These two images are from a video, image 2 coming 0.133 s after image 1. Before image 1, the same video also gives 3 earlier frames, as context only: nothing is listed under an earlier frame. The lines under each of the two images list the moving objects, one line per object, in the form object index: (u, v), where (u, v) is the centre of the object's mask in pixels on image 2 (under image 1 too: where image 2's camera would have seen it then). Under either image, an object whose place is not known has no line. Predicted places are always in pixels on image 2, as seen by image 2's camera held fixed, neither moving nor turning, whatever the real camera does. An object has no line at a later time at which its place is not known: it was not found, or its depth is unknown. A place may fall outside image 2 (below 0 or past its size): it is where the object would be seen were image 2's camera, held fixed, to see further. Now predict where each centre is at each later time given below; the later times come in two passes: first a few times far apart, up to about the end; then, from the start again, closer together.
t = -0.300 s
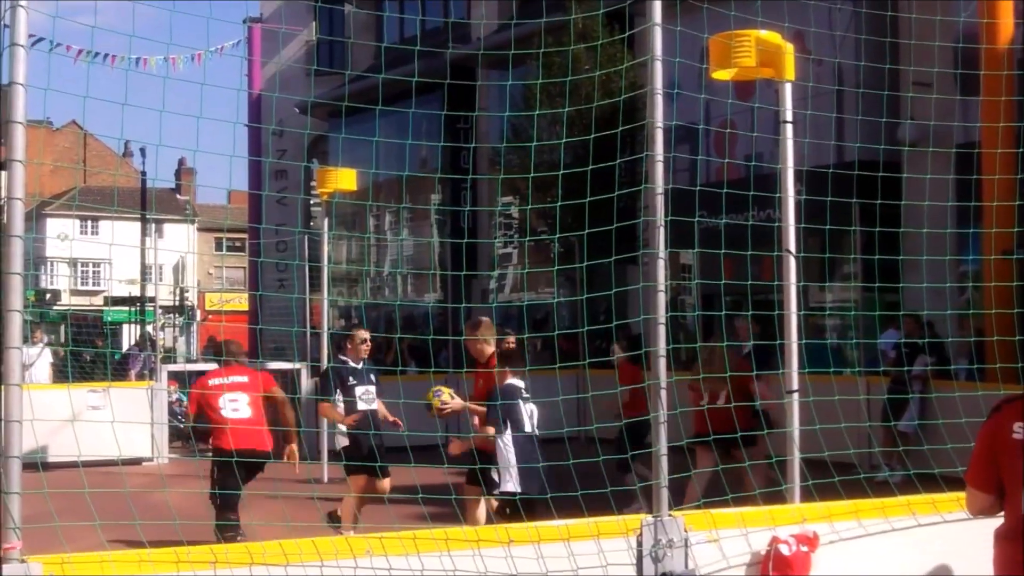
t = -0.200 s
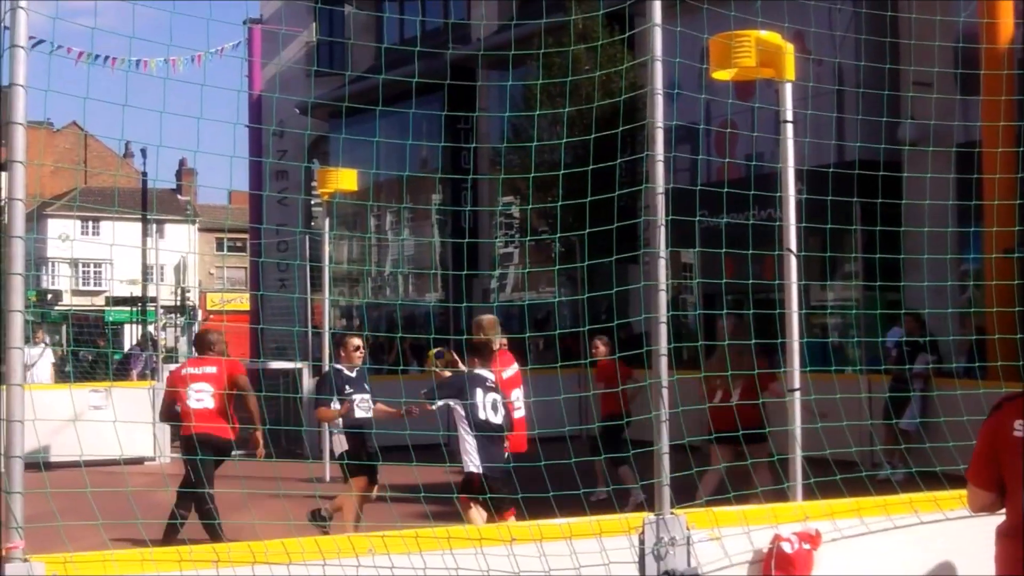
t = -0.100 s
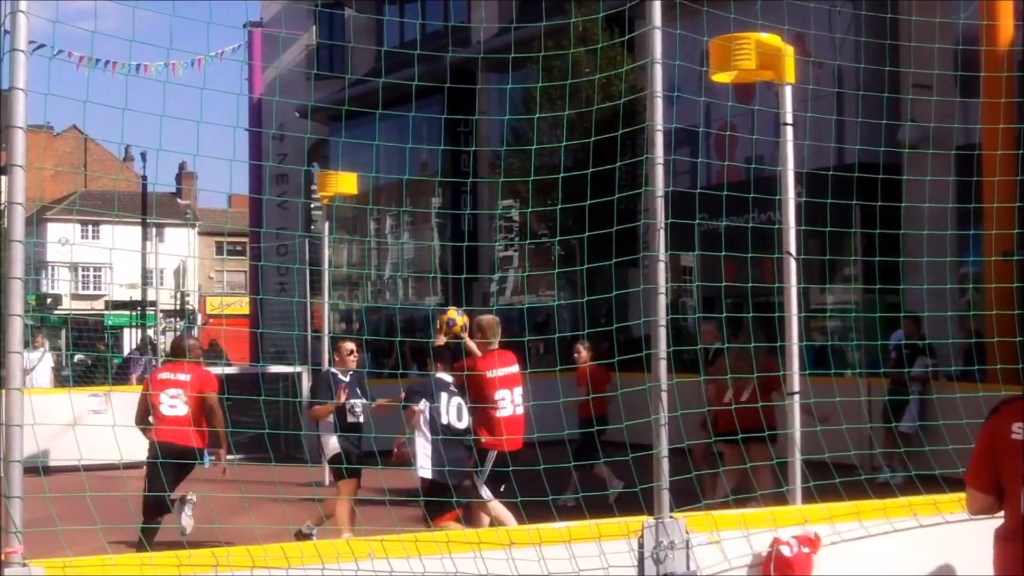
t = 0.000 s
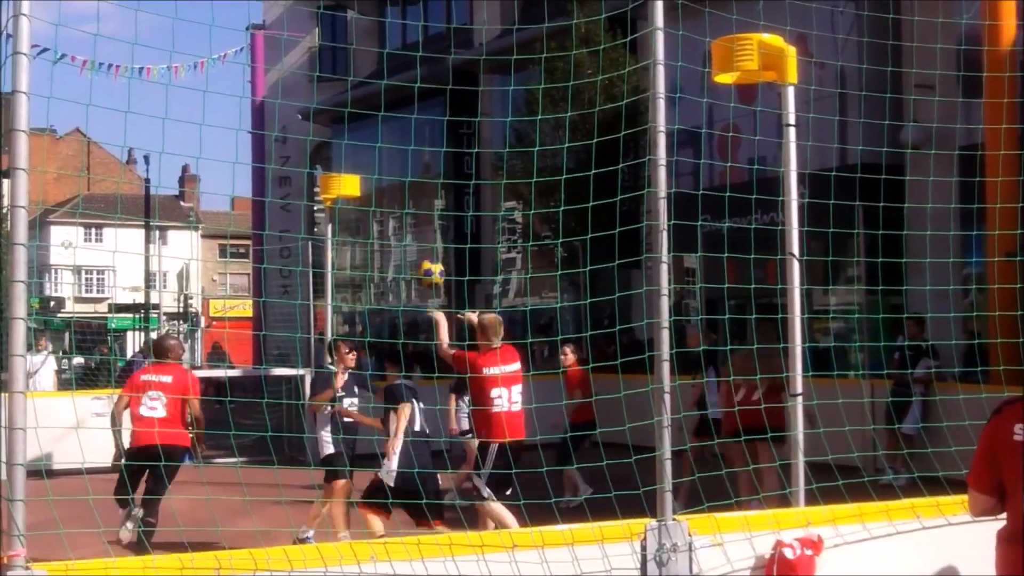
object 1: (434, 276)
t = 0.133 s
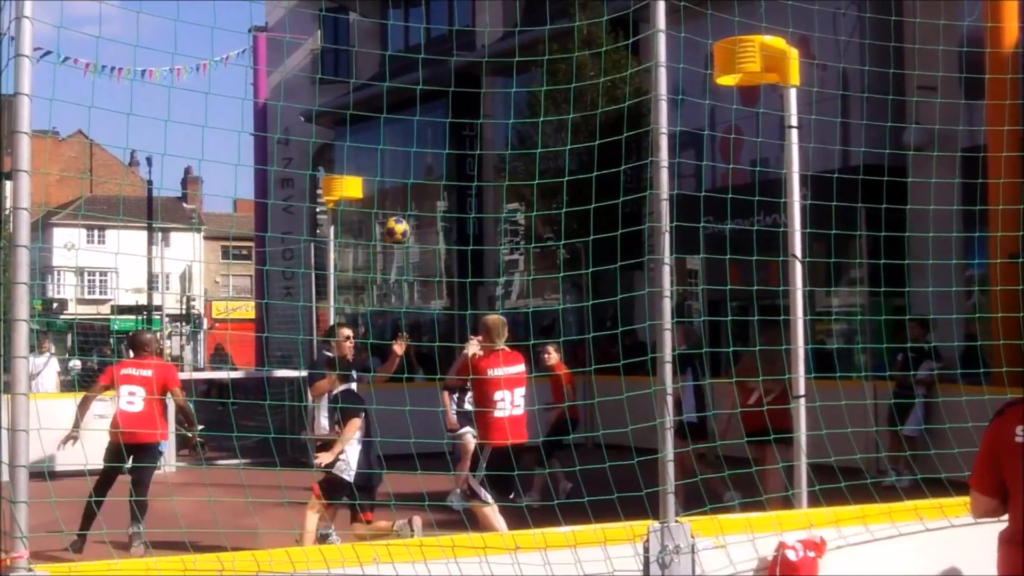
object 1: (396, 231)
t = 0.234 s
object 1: (371, 214)
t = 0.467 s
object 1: (318, 220)
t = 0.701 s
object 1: (275, 279)
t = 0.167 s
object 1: (388, 224)
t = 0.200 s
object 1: (379, 218)
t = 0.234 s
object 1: (371, 214)
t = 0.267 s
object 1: (365, 210)
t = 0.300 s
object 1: (356, 210)
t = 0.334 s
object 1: (349, 208)
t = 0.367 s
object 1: (342, 209)
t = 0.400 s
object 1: (332, 212)
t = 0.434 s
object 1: (326, 215)
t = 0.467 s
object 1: (318, 220)
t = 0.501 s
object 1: (313, 224)
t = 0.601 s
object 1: (293, 247)
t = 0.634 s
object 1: (288, 256)
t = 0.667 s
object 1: (282, 267)
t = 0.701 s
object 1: (275, 279)
